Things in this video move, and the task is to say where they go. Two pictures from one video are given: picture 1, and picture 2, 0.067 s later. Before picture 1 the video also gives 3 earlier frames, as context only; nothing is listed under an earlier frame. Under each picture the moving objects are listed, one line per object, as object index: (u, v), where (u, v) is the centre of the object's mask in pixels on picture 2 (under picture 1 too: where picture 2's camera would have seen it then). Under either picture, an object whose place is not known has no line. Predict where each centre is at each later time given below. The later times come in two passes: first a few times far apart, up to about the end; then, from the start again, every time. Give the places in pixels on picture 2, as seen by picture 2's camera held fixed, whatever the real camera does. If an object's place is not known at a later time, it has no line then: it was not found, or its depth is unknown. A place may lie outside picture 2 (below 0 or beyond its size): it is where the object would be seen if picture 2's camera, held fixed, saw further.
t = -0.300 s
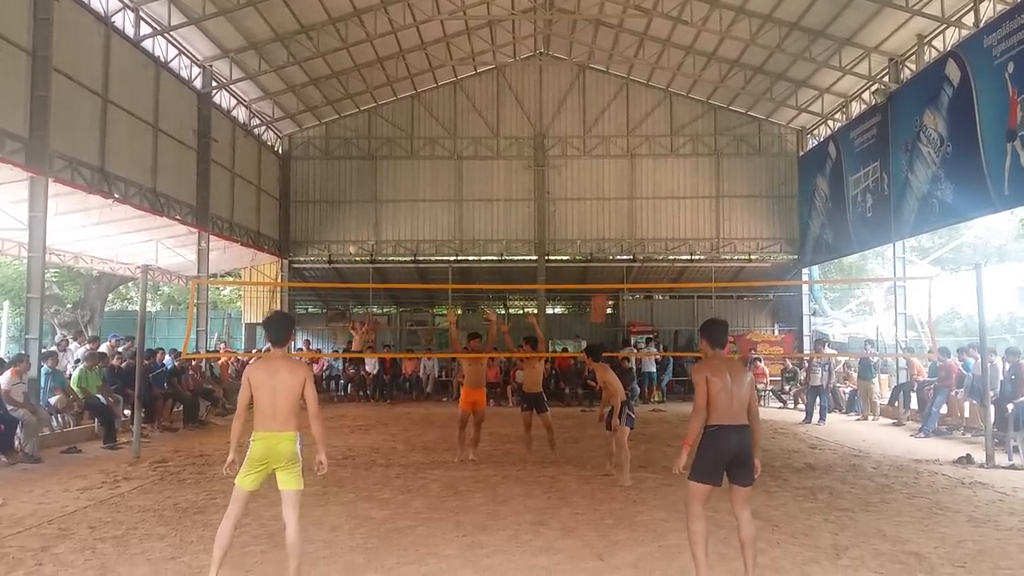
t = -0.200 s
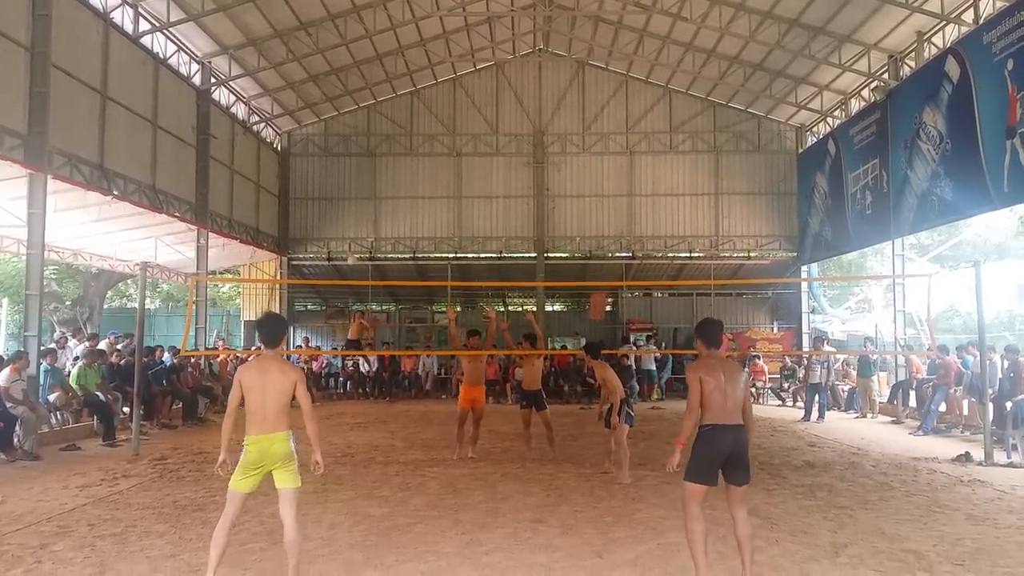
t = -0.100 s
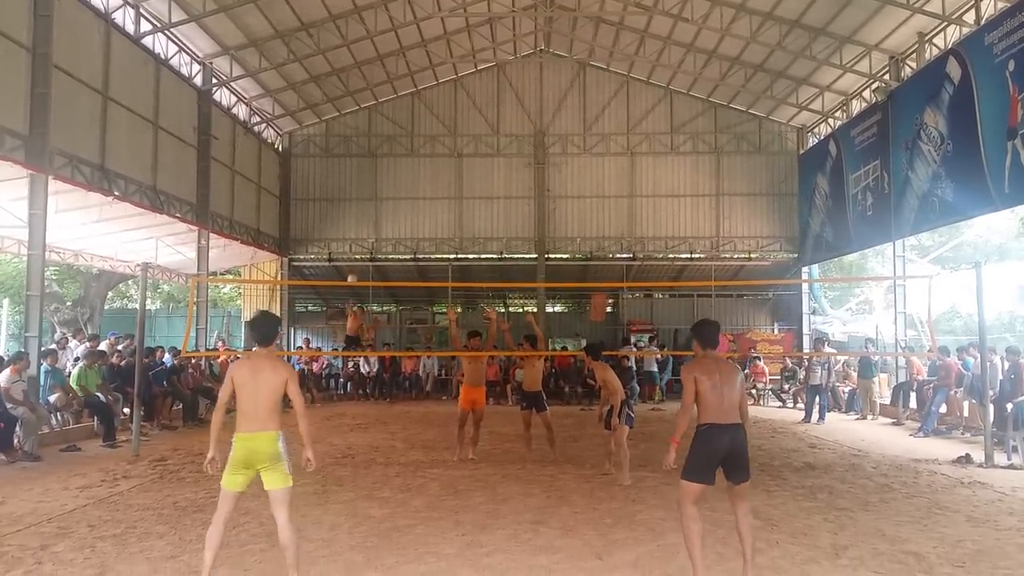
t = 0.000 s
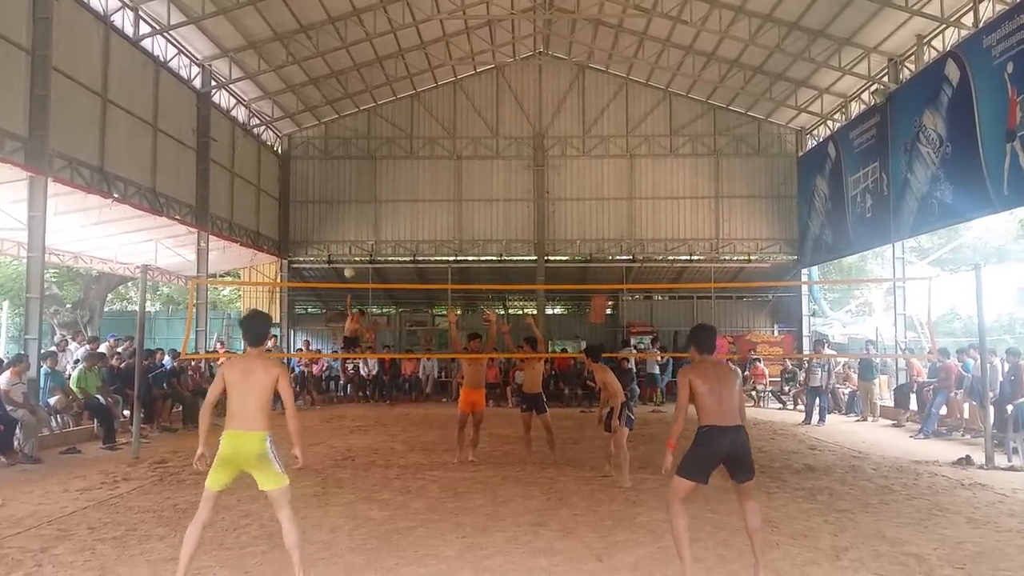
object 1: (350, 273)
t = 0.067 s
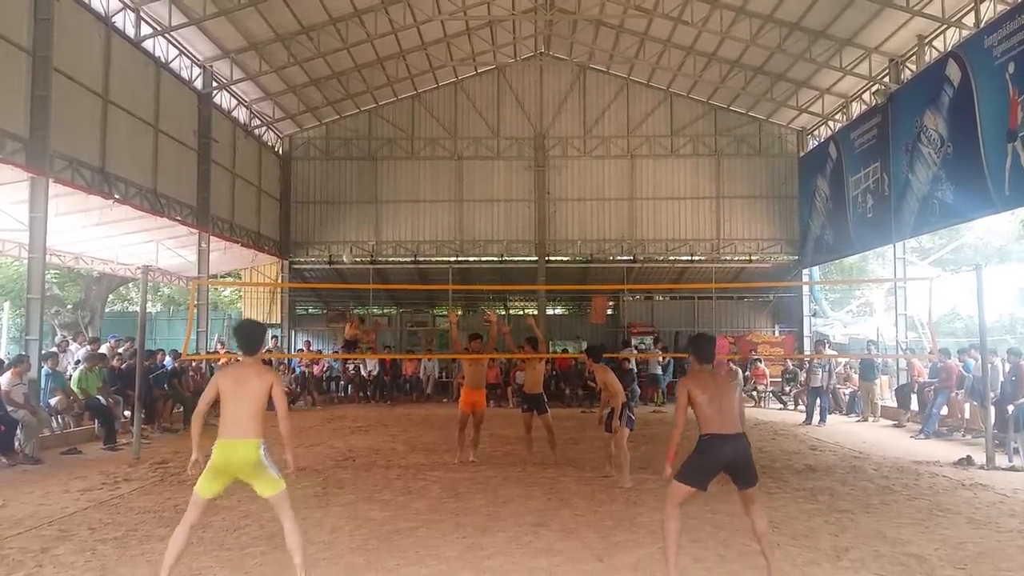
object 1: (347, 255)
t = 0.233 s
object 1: (344, 227)
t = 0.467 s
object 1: (342, 221)
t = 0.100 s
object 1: (346, 250)
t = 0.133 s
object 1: (346, 244)
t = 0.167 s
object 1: (346, 238)
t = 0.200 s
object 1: (345, 232)
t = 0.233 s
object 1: (344, 227)
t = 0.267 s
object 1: (344, 223)
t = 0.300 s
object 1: (344, 220)
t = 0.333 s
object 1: (343, 217)
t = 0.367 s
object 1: (343, 216)
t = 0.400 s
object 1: (343, 216)
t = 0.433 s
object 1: (342, 217)
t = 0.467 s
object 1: (342, 221)
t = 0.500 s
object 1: (342, 226)
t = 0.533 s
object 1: (342, 235)
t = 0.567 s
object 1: (341, 245)
